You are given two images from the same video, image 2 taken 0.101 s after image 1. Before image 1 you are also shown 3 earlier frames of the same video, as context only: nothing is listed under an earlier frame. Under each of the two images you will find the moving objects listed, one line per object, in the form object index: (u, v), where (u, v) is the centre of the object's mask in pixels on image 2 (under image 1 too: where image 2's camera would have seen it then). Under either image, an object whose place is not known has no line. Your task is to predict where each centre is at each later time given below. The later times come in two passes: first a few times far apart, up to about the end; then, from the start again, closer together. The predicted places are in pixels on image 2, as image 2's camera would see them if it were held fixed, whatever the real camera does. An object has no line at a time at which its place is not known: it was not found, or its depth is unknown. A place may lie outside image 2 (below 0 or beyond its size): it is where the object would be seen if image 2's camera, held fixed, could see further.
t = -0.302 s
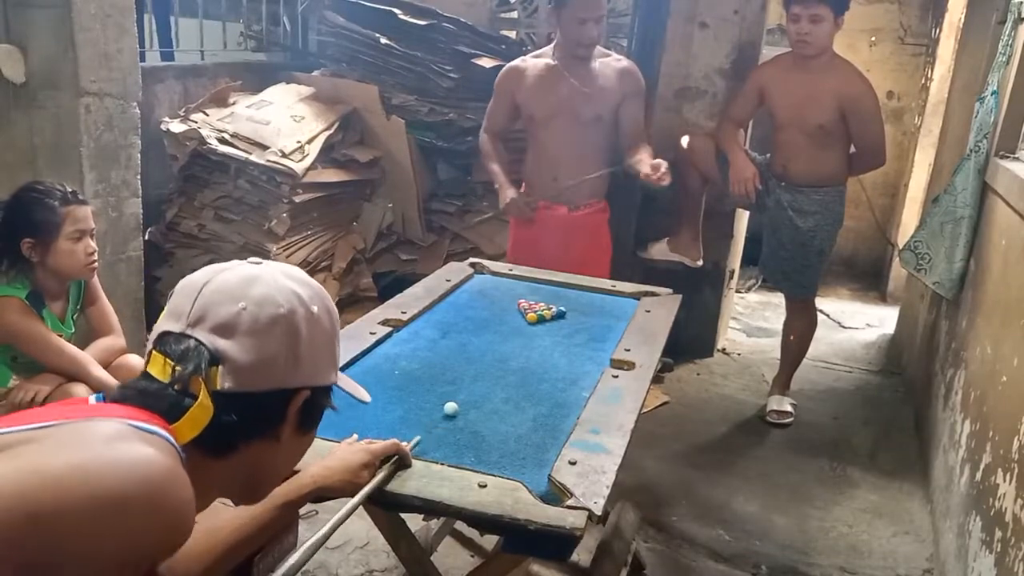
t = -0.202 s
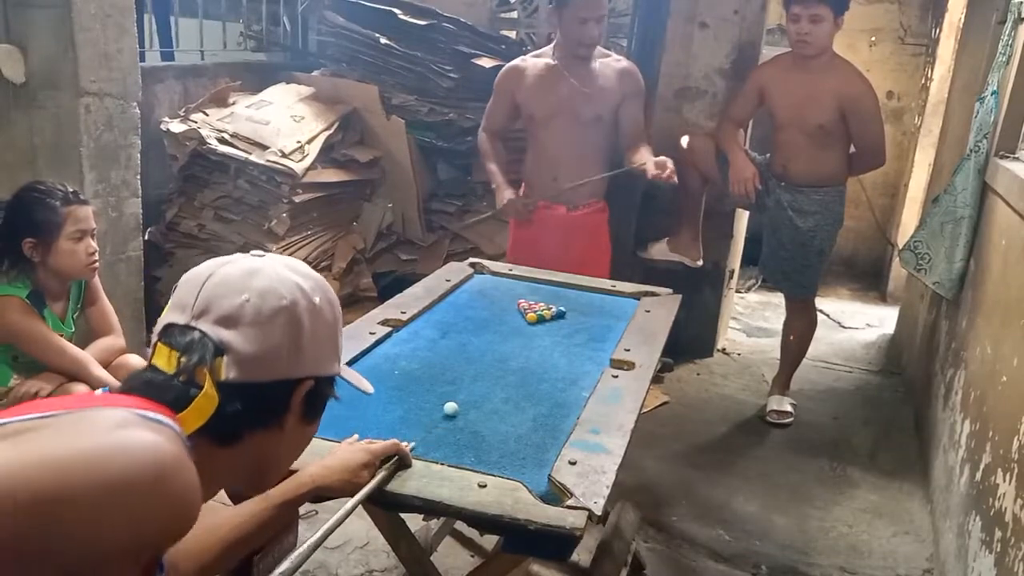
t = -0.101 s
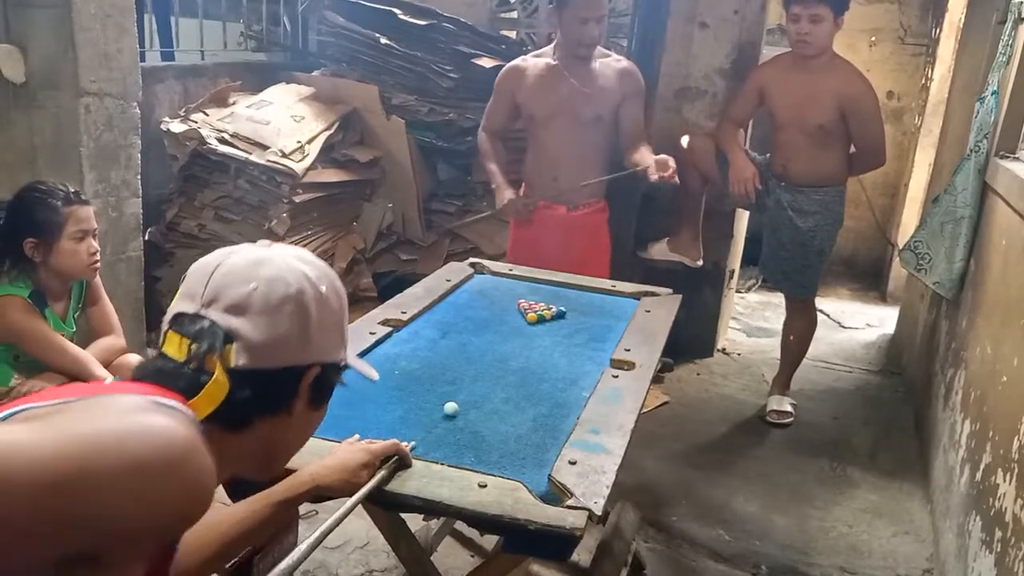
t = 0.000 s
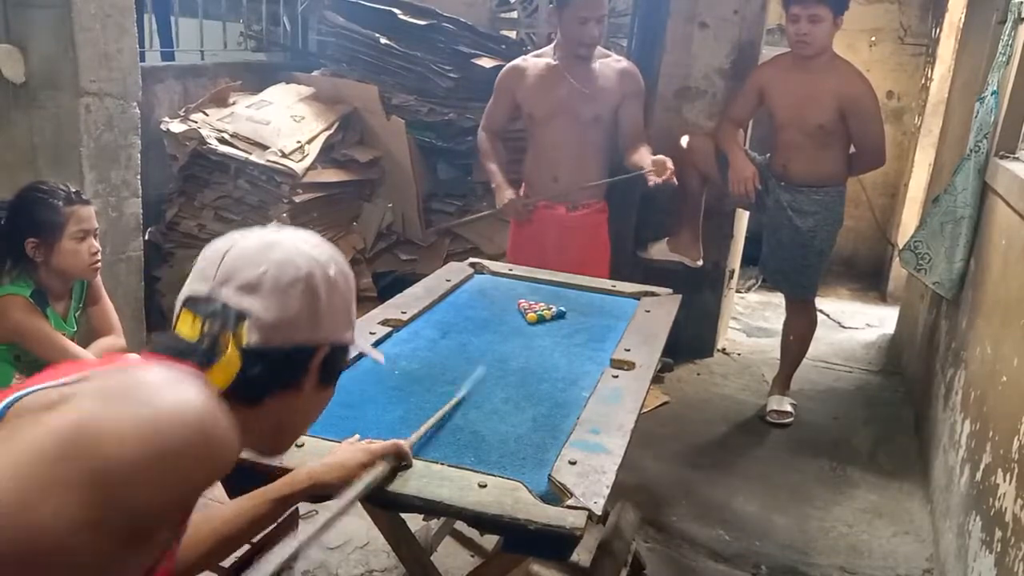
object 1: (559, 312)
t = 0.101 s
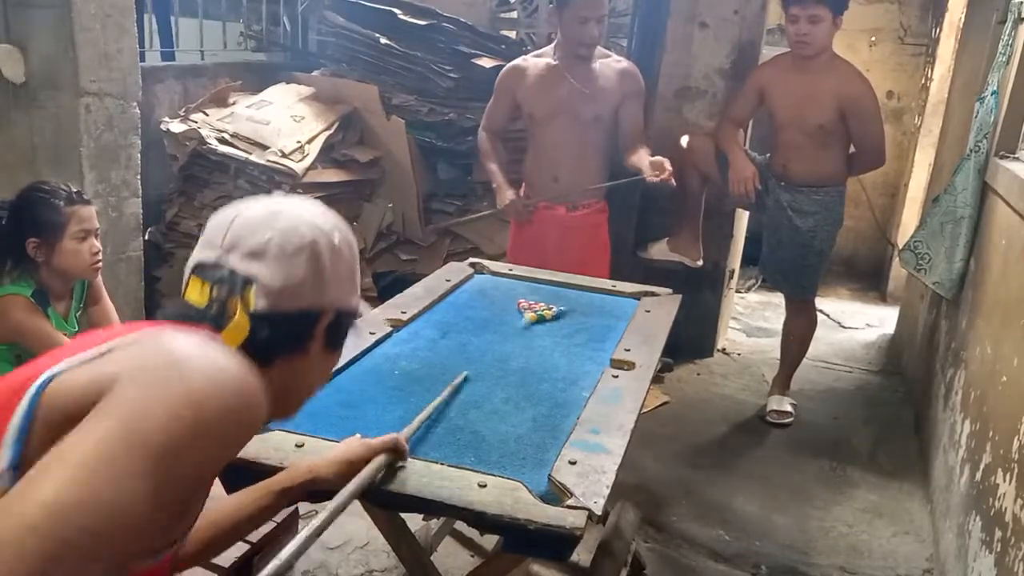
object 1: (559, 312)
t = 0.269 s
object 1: (582, 309)
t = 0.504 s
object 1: (608, 307)
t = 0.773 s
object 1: (625, 303)
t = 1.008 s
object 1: (631, 301)
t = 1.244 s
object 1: (632, 300)
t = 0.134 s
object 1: (563, 311)
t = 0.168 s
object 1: (567, 311)
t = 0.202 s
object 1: (571, 310)
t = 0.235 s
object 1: (577, 309)
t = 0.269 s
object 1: (582, 309)
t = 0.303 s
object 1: (587, 309)
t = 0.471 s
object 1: (605, 308)
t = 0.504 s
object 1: (608, 307)
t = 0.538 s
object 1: (612, 306)
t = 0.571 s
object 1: (614, 305)
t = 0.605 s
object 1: (617, 305)
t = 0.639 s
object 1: (618, 304)
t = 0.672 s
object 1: (620, 304)
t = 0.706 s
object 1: (622, 303)
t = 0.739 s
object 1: (624, 303)
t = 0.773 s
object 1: (625, 303)
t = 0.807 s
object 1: (626, 302)
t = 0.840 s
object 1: (627, 301)
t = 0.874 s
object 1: (628, 301)
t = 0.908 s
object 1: (629, 301)
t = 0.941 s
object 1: (630, 301)
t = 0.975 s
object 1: (631, 301)
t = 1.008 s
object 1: (631, 301)
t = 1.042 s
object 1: (632, 300)
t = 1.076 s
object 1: (632, 300)
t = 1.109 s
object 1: (632, 300)
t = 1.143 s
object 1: (632, 300)
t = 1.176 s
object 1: (632, 300)
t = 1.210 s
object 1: (632, 300)
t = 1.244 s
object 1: (632, 300)
